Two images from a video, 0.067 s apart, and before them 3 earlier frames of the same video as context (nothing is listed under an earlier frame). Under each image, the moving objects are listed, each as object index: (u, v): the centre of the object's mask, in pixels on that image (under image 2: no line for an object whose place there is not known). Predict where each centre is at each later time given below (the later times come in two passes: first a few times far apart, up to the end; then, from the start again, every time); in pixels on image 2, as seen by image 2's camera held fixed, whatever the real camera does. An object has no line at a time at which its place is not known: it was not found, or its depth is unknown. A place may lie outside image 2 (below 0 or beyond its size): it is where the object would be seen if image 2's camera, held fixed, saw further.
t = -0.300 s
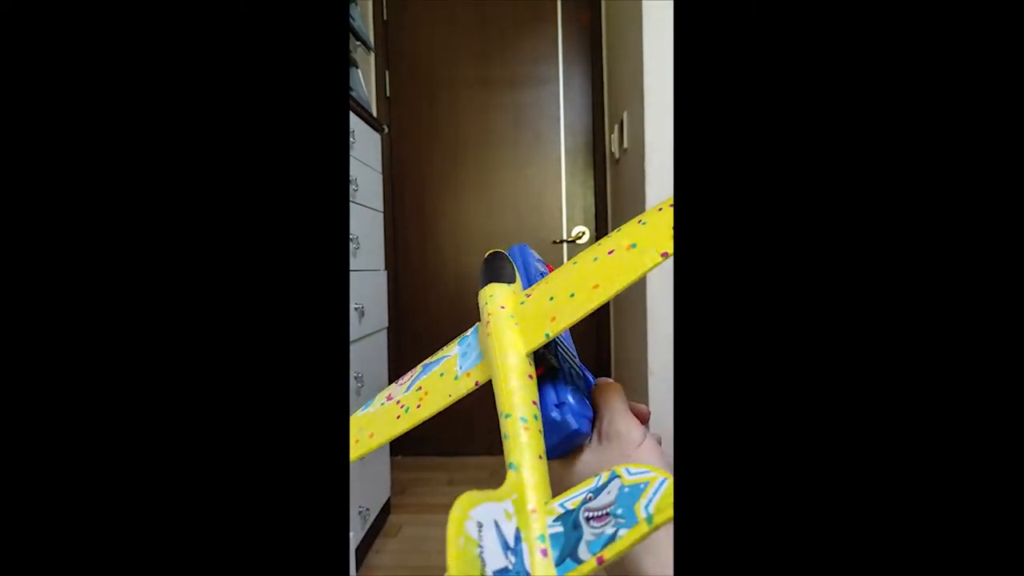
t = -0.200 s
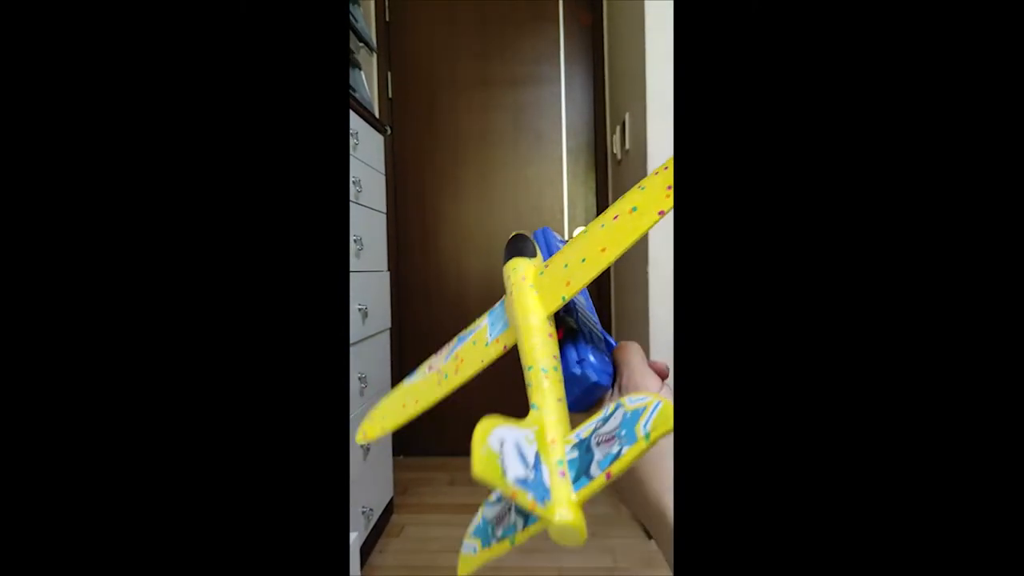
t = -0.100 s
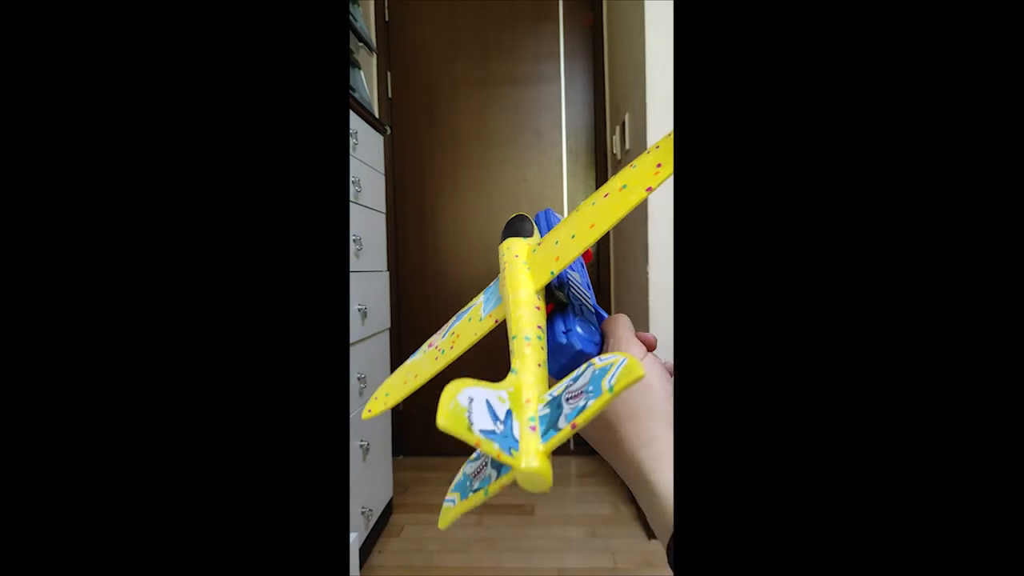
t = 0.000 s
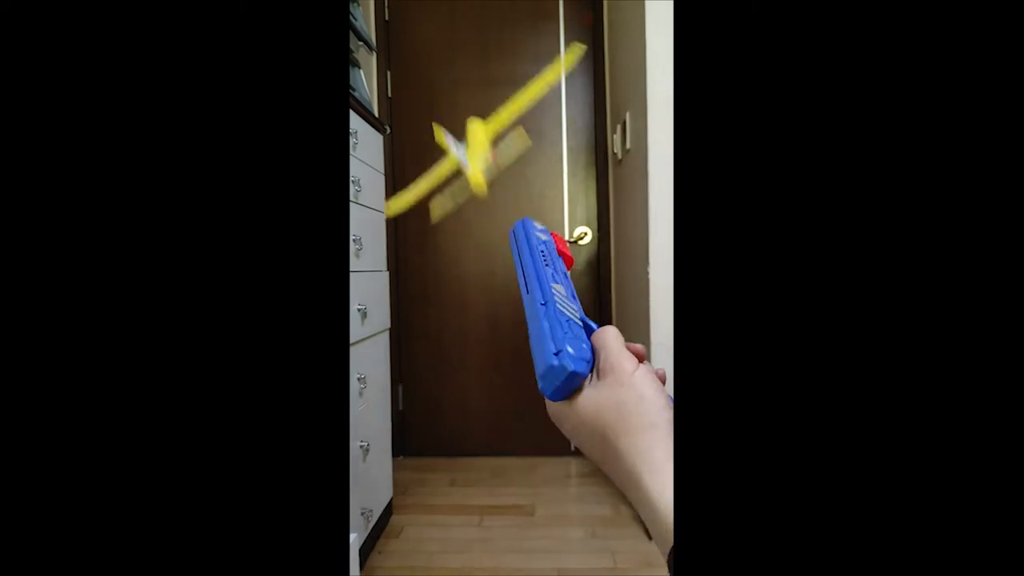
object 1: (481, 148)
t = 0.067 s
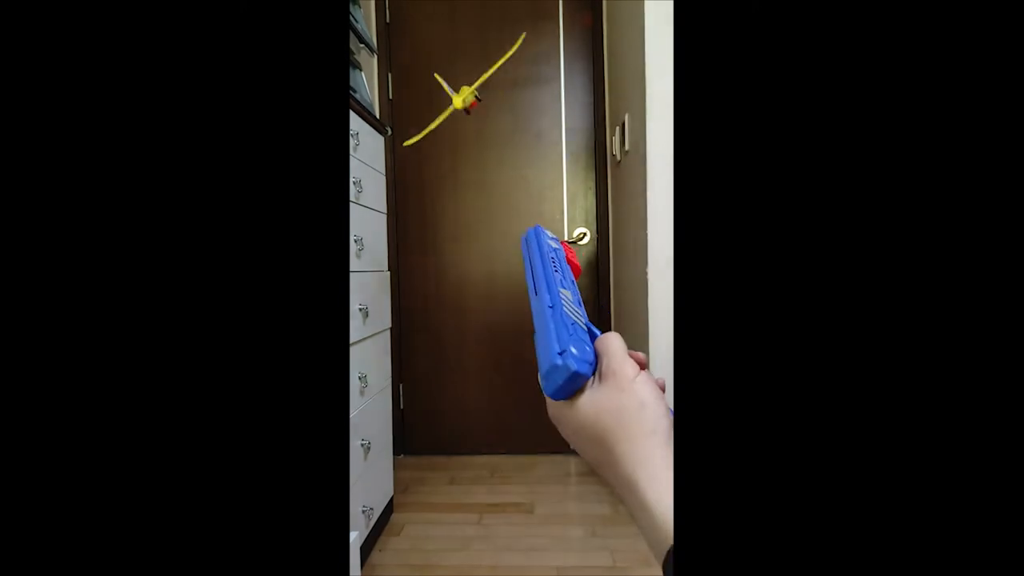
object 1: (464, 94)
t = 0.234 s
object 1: (460, 106)
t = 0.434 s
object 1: (408, 193)
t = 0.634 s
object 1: (475, 384)
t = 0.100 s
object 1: (463, 91)
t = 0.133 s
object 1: (463, 92)
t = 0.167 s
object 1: (463, 96)
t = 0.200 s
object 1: (463, 101)
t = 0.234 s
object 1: (460, 106)
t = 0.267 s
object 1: (453, 113)
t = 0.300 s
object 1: (445, 124)
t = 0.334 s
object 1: (437, 137)
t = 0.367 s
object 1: (425, 154)
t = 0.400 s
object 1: (409, 175)
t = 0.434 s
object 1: (408, 193)
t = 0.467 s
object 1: (413, 212)
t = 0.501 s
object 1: (420, 233)
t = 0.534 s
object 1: (431, 259)
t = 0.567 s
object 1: (444, 291)
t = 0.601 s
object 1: (459, 332)
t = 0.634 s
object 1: (475, 384)
